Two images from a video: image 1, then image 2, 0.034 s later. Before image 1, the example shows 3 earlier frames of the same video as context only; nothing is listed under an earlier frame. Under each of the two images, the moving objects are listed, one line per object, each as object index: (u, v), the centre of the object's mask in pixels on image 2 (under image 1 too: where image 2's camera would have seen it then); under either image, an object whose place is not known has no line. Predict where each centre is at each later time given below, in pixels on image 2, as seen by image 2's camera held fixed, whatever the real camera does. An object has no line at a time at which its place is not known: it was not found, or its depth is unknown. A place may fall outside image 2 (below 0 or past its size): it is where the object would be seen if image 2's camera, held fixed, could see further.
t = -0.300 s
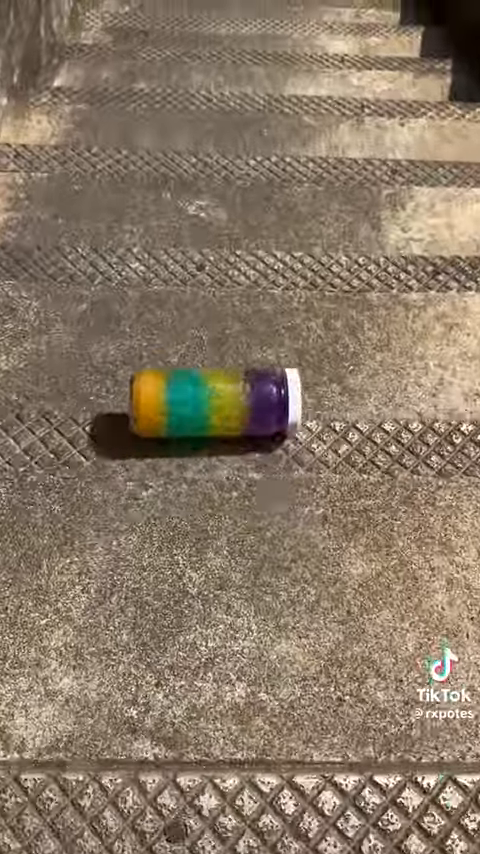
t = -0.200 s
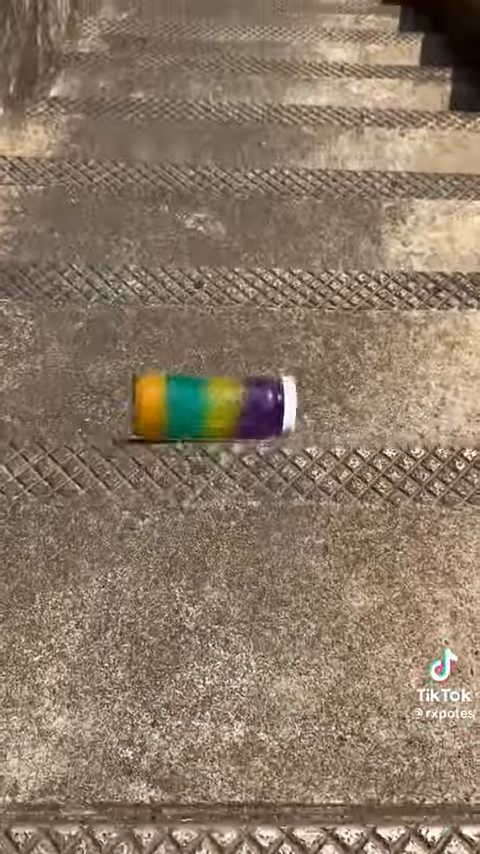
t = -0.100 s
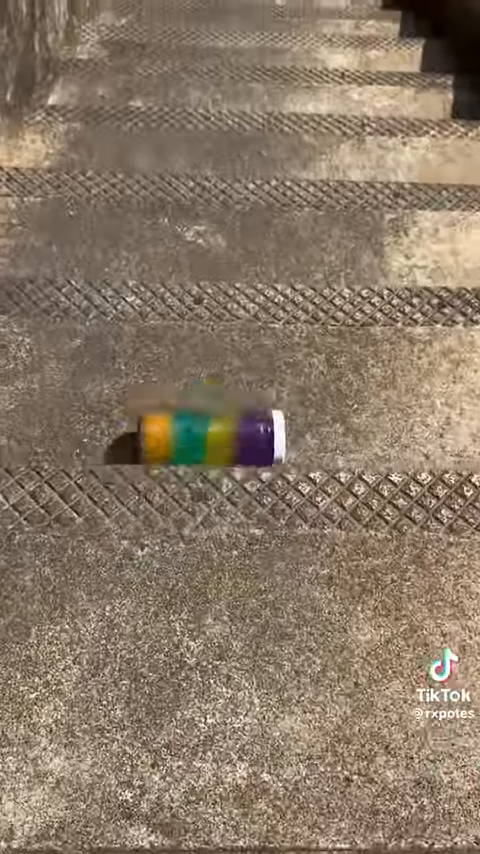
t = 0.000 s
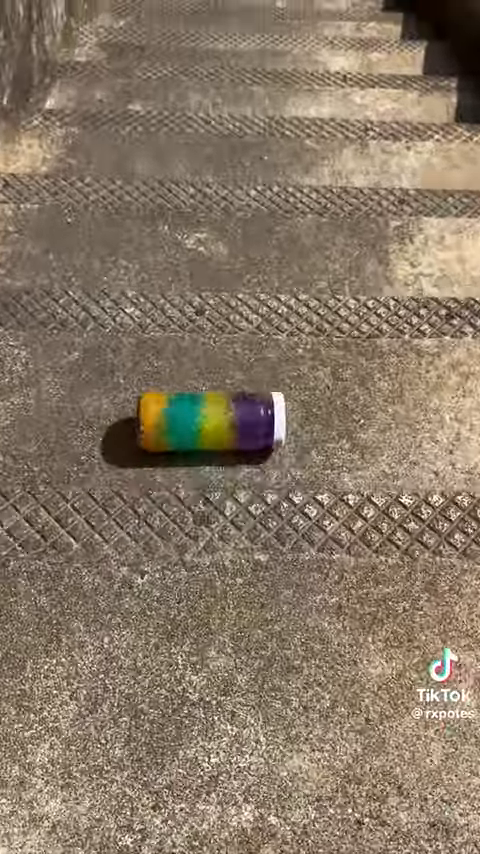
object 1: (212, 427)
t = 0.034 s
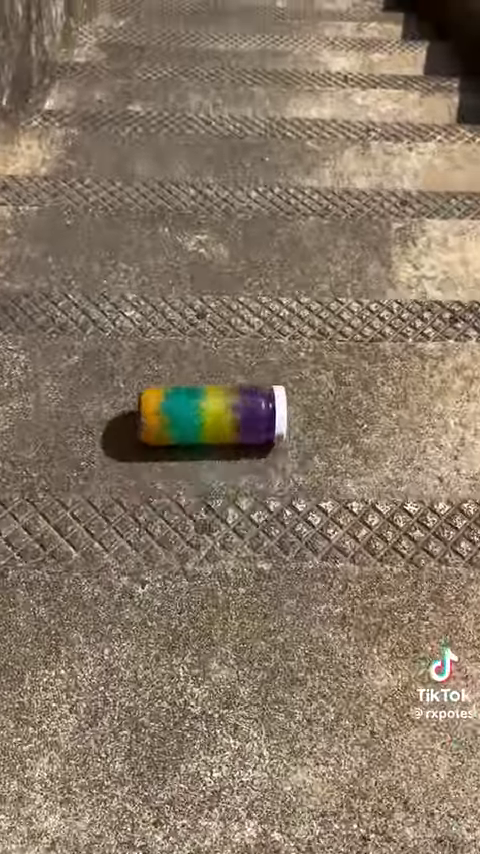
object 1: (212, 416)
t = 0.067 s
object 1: (212, 405)
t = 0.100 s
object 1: (211, 392)
